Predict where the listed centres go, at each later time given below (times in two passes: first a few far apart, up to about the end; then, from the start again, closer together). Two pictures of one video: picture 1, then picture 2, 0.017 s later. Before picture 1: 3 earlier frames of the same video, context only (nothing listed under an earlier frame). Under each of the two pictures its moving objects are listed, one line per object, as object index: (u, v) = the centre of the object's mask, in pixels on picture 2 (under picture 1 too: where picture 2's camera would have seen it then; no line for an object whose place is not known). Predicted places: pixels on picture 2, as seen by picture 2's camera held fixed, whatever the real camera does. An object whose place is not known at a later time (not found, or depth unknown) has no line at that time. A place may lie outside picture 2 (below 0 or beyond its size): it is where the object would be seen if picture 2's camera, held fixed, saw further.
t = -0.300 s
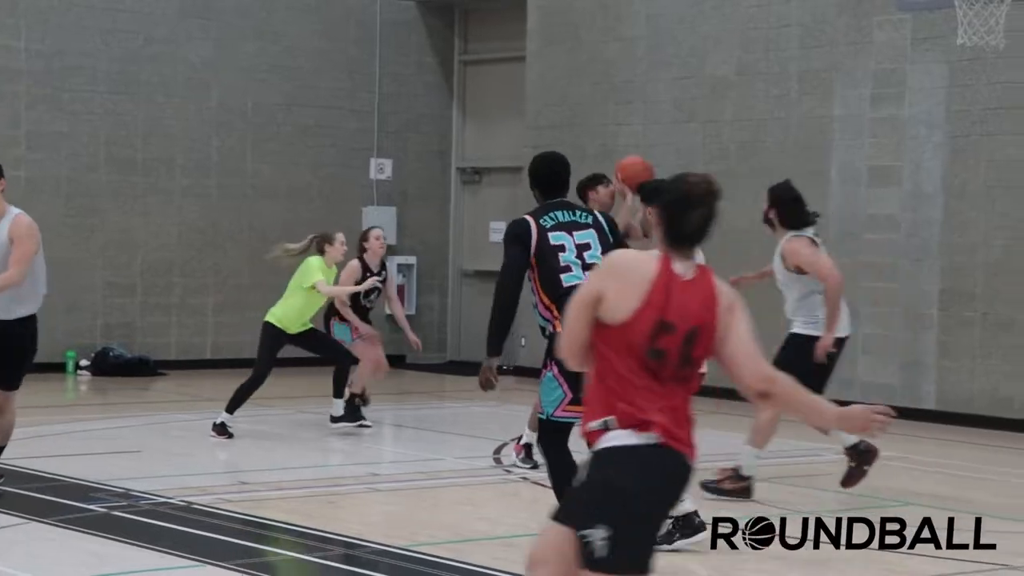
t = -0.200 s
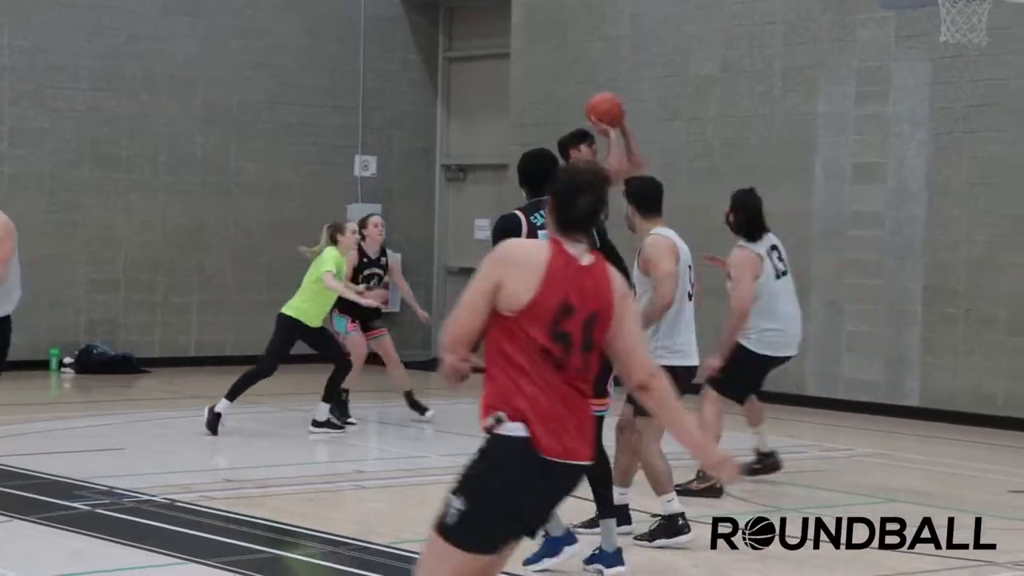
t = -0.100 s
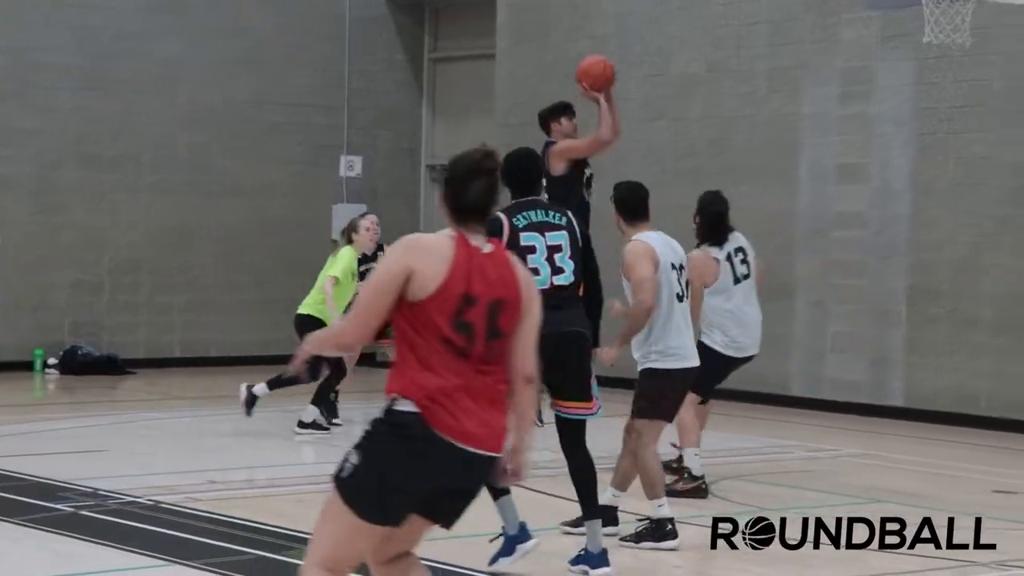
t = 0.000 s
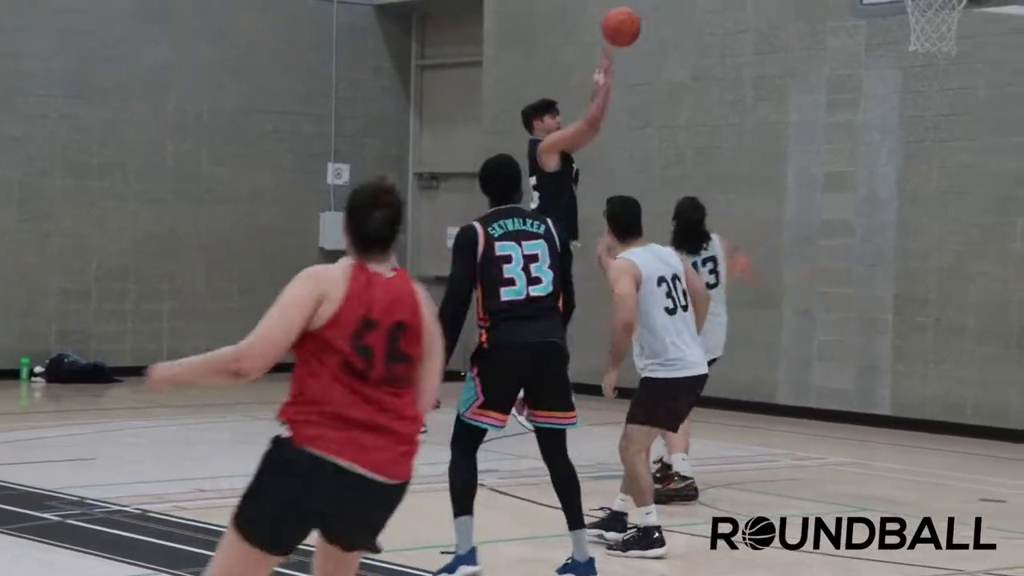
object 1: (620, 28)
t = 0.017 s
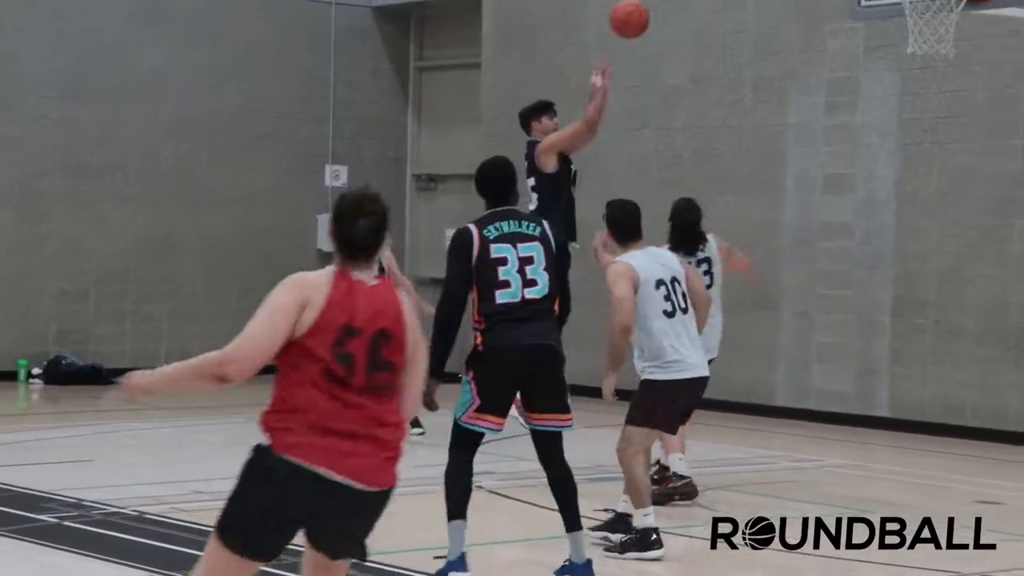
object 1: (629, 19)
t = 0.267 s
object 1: (787, -82)
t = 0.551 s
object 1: (950, -86)
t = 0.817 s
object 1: (904, -10)
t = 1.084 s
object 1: (900, 34)
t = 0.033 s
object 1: (640, 11)
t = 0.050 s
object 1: (650, 6)
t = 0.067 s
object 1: (659, 0)
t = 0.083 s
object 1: (670, -4)
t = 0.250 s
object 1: (775, -74)
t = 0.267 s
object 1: (787, -82)
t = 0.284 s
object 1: (798, -90)
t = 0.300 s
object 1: (808, -95)
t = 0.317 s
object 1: (819, -98)
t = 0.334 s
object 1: (829, -99)
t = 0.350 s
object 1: (840, -101)
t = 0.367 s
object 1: (851, -102)
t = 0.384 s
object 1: (861, -103)
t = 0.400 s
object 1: (872, -104)
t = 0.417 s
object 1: (882, -103)
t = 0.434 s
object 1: (894, -102)
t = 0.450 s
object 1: (904, -101)
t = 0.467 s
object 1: (915, -100)
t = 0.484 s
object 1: (926, -98)
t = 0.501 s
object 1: (937, -96)
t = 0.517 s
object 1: (947, -93)
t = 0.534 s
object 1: (949, -90)
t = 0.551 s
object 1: (950, -86)
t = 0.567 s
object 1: (951, -83)
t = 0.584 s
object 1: (952, -79)
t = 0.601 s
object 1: (952, -75)
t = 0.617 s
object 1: (953, -70)
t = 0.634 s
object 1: (954, -65)
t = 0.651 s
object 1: (955, -61)
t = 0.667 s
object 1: (956, -57)
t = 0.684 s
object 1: (956, -55)
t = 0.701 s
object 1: (951, -53)
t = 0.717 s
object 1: (945, -51)
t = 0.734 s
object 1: (934, -25)
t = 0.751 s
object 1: (926, -22)
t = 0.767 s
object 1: (920, -18)
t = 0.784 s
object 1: (914, -14)
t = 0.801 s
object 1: (908, -11)
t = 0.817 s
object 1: (904, -10)
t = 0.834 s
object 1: (902, -8)
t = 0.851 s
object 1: (900, -8)
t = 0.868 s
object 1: (898, -8)
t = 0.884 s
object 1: (897, -6)
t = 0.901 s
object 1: (896, -6)
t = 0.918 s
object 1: (896, -5)
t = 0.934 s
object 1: (895, -3)
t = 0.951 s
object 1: (895, -1)
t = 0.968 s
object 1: (897, 1)
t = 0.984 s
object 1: (897, 3)
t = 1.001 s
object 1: (896, 10)
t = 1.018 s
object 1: (897, 13)
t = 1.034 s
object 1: (898, 16)
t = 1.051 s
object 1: (899, 20)
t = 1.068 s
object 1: (900, 27)
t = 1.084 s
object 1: (900, 34)
